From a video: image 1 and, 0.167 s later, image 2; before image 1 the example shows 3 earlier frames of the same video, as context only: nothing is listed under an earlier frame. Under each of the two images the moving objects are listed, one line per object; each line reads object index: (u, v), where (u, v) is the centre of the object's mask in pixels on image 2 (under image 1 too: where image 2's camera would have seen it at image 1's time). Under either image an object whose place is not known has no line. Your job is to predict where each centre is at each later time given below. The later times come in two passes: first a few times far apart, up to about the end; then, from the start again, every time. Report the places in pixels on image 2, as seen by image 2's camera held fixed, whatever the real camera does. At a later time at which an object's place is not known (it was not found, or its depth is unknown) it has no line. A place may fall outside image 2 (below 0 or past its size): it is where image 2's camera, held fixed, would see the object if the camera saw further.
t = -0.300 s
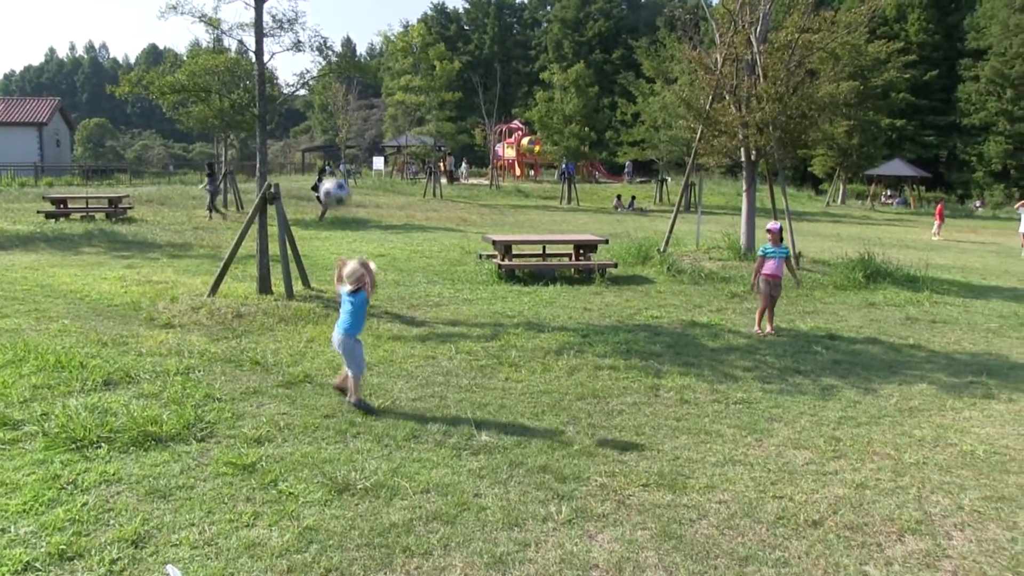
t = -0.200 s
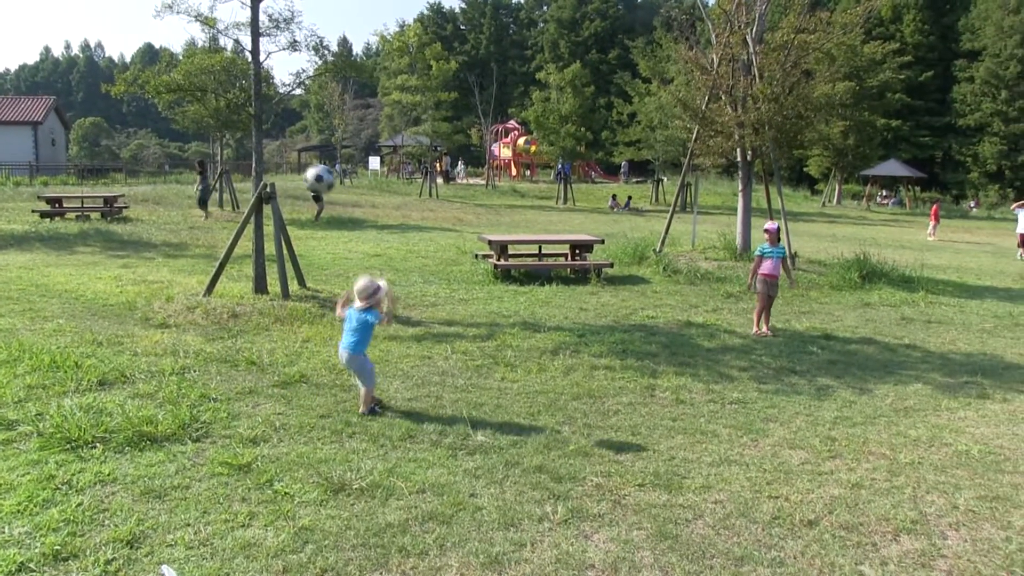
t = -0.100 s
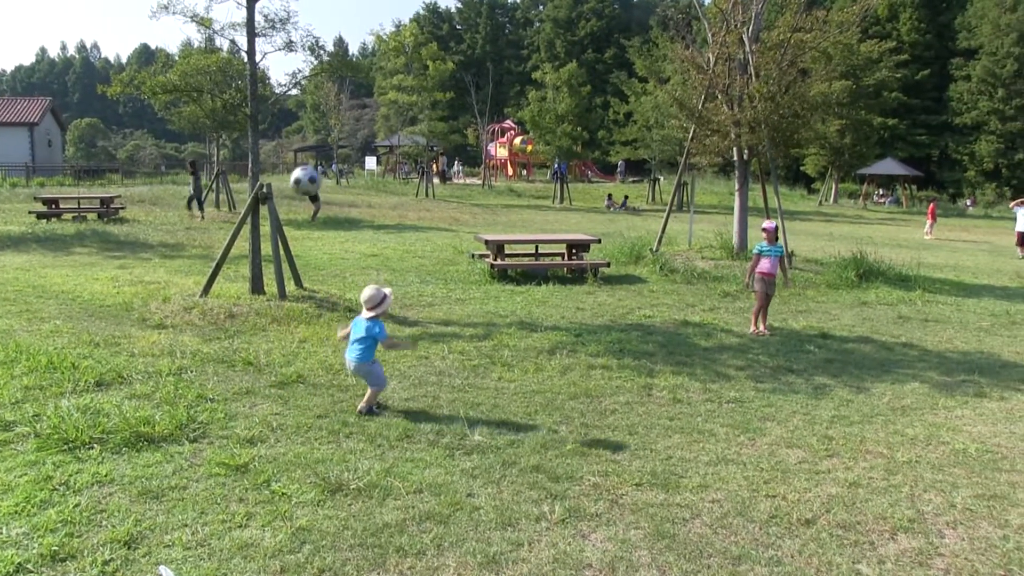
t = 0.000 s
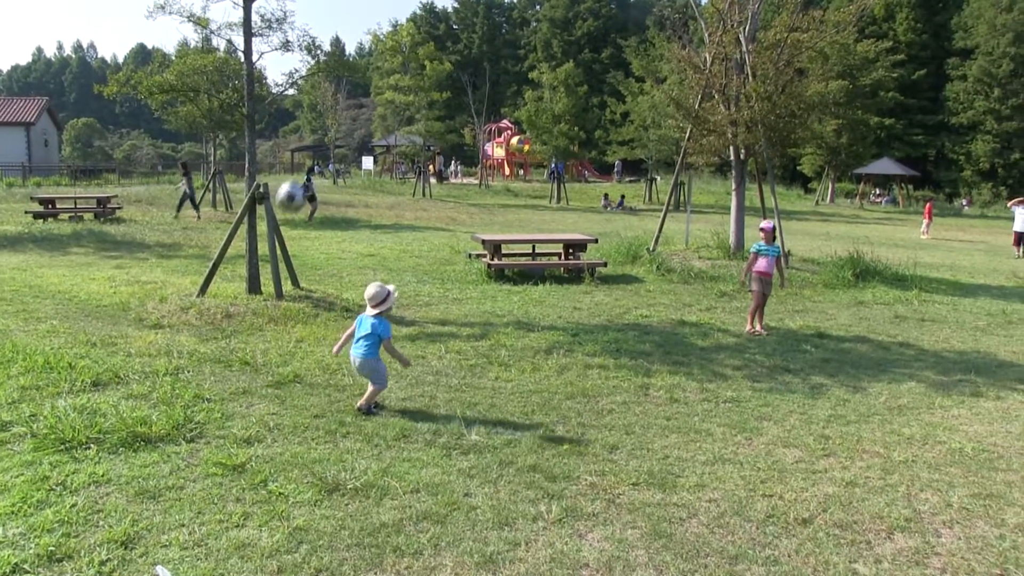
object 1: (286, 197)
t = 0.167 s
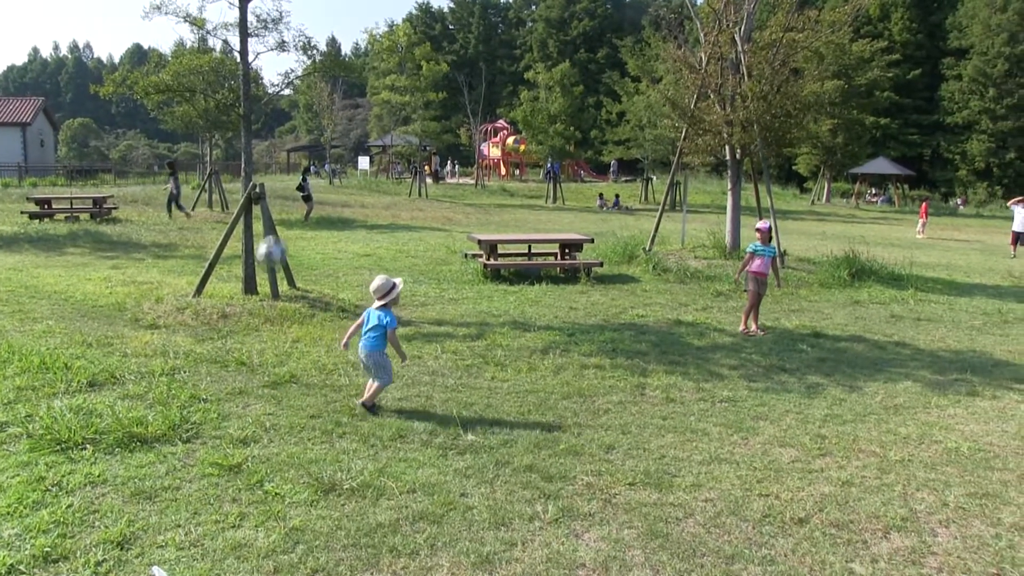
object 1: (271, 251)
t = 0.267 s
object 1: (262, 307)
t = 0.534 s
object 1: (241, 335)
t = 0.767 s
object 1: (227, 305)
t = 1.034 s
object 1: (212, 362)
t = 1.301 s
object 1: (201, 354)
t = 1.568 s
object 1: (193, 383)
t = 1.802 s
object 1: (186, 387)
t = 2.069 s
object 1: (180, 389)
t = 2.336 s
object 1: (177, 388)
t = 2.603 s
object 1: (177, 388)
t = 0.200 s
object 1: (268, 269)
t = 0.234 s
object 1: (265, 288)
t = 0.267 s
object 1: (262, 307)
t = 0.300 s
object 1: (260, 326)
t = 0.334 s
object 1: (257, 348)
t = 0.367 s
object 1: (255, 369)
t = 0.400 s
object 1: (253, 384)
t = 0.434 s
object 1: (250, 370)
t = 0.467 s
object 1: (247, 356)
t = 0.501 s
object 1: (245, 345)
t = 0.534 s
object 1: (241, 335)
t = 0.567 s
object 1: (240, 326)
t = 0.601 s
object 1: (237, 318)
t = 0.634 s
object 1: (235, 313)
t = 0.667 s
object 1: (234, 308)
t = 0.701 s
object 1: (231, 306)
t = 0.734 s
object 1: (229, 305)
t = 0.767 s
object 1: (227, 305)
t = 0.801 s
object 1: (225, 307)
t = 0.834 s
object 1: (222, 311)
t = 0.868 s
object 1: (221, 315)
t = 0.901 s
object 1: (219, 320)
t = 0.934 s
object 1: (217, 328)
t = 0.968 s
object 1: (216, 338)
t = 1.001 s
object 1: (214, 349)
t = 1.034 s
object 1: (212, 362)
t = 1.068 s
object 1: (210, 376)
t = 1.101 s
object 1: (210, 382)
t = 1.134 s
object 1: (208, 375)
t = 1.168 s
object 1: (207, 368)
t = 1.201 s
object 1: (205, 362)
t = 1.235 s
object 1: (204, 358)
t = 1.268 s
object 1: (202, 355)
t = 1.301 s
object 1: (201, 354)
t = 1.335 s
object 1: (200, 355)
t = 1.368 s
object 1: (199, 356)
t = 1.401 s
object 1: (198, 359)
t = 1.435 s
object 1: (197, 365)
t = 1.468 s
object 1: (196, 371)
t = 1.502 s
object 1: (196, 378)
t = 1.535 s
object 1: (194, 385)
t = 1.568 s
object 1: (193, 383)
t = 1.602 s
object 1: (192, 381)
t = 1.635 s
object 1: (191, 380)
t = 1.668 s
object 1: (190, 381)
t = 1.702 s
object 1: (189, 383)
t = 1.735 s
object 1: (188, 385)
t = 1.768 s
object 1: (187, 387)
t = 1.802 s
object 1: (186, 387)
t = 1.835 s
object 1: (185, 387)
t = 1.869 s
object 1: (184, 387)
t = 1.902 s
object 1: (183, 388)
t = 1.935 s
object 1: (182, 387)
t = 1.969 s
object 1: (182, 388)
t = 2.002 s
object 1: (181, 388)
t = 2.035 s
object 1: (181, 388)
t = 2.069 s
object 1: (180, 389)
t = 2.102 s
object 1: (179, 389)
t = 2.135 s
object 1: (179, 389)
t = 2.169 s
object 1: (178, 389)
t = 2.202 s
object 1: (178, 389)
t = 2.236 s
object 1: (178, 389)
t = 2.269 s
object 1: (178, 389)
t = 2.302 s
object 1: (177, 389)
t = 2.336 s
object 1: (177, 388)
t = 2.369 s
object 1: (177, 389)
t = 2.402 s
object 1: (178, 389)
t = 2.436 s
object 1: (177, 388)
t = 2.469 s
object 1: (177, 388)
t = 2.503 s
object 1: (177, 388)
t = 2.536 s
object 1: (177, 388)
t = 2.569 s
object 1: (177, 389)
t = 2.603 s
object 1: (177, 388)
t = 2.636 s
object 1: (177, 389)
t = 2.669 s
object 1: (177, 389)
